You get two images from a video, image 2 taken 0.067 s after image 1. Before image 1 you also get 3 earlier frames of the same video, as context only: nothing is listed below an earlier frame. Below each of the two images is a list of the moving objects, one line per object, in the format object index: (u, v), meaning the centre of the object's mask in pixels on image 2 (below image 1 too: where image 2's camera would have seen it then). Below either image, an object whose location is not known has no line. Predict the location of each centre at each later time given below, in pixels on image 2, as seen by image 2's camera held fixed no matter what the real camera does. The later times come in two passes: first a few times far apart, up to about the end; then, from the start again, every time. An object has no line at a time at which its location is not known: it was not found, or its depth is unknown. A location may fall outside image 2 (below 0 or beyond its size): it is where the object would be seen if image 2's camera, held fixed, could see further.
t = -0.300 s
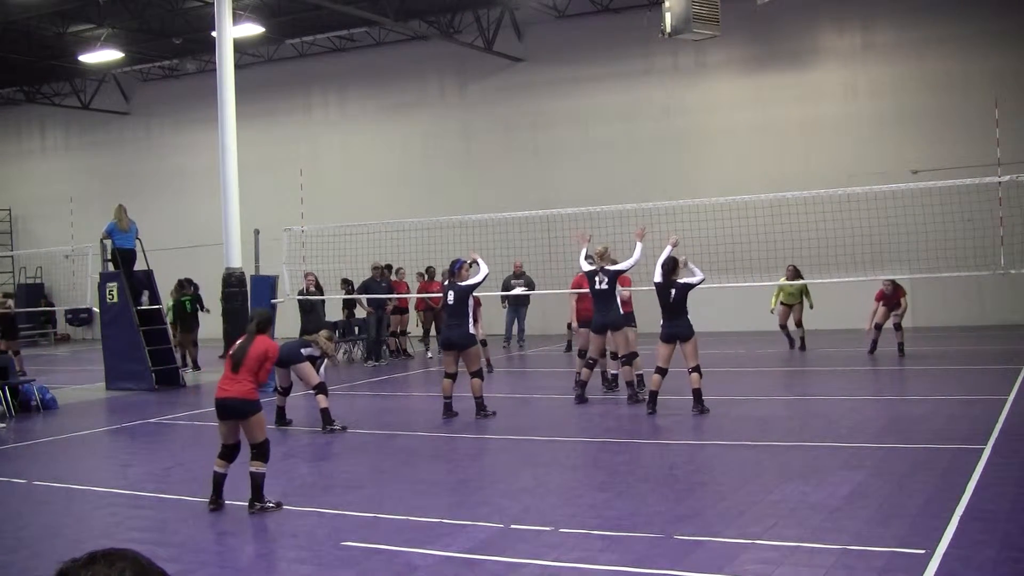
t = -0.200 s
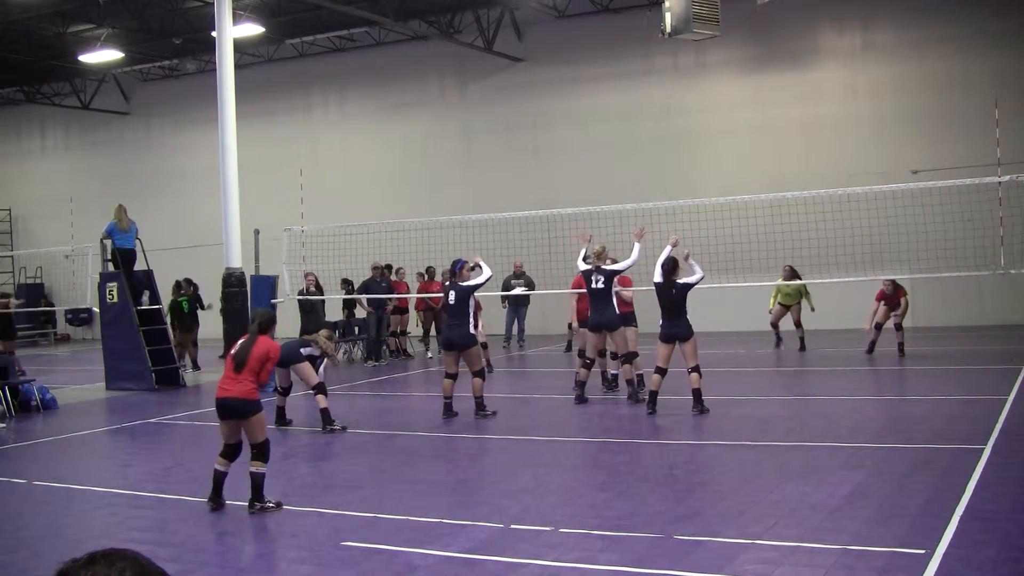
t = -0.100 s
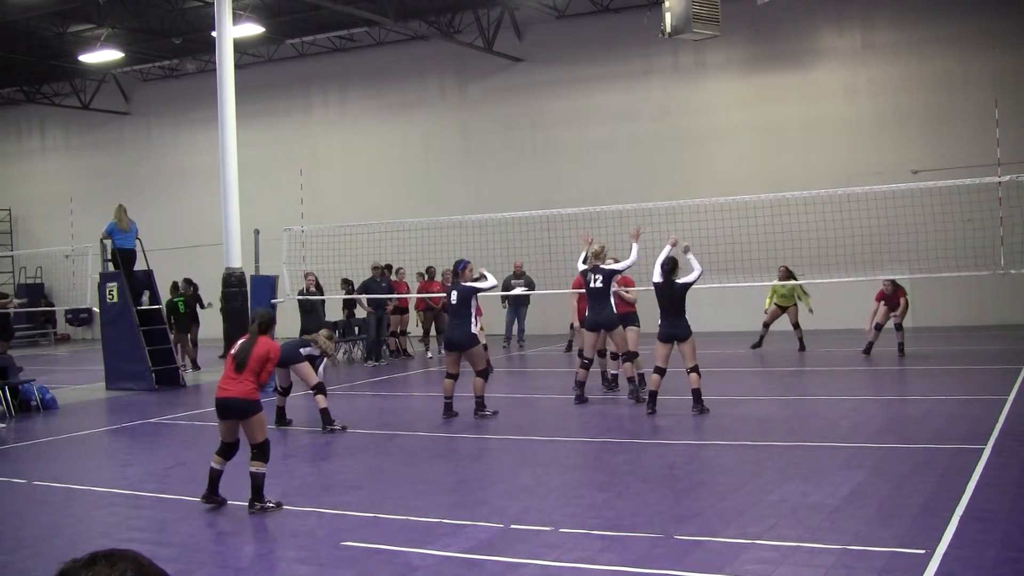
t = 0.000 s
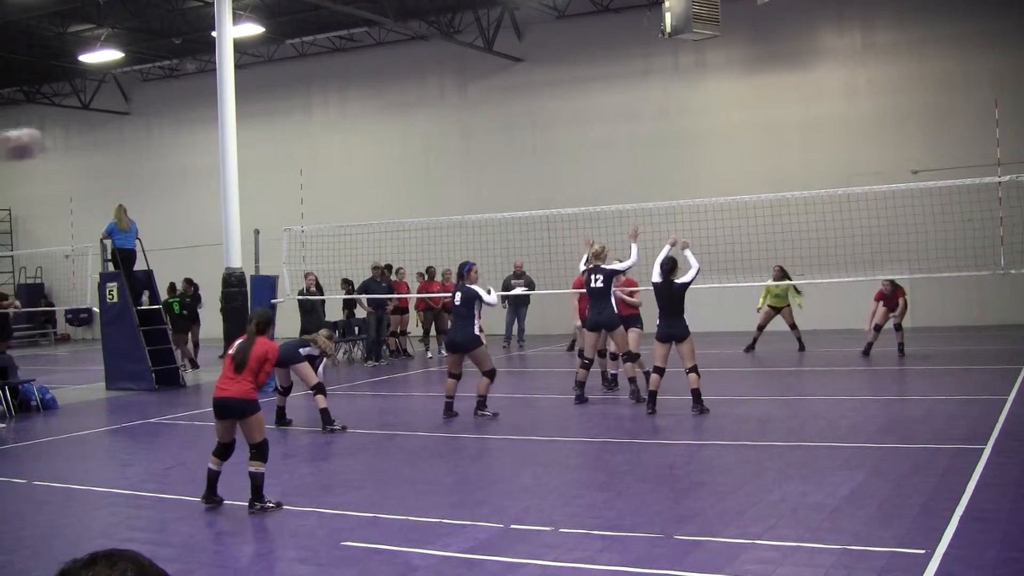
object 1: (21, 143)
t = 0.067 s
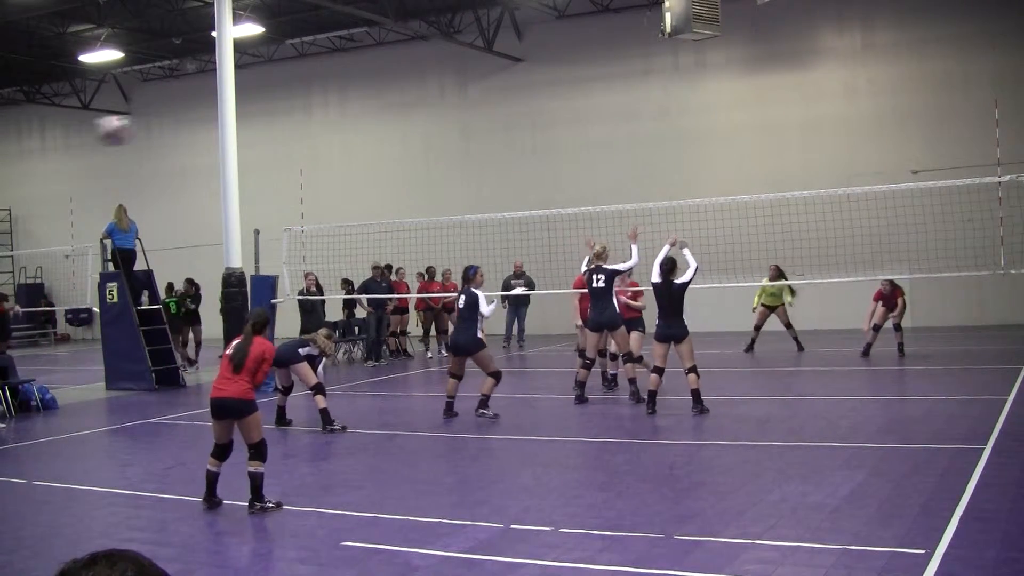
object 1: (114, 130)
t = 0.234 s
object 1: (276, 124)
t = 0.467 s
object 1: (412, 154)
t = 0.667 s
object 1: (484, 202)
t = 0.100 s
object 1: (154, 126)
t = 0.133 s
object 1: (190, 123)
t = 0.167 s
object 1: (221, 124)
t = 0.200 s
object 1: (250, 124)
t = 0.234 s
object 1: (276, 124)
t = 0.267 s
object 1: (300, 127)
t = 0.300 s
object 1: (323, 130)
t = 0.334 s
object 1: (343, 133)
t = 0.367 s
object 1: (362, 138)
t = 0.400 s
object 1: (380, 143)
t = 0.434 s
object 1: (397, 148)
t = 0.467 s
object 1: (412, 154)
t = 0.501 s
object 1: (427, 160)
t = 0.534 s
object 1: (440, 169)
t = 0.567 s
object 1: (452, 177)
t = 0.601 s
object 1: (463, 183)
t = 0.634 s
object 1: (474, 192)
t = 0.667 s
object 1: (484, 202)
